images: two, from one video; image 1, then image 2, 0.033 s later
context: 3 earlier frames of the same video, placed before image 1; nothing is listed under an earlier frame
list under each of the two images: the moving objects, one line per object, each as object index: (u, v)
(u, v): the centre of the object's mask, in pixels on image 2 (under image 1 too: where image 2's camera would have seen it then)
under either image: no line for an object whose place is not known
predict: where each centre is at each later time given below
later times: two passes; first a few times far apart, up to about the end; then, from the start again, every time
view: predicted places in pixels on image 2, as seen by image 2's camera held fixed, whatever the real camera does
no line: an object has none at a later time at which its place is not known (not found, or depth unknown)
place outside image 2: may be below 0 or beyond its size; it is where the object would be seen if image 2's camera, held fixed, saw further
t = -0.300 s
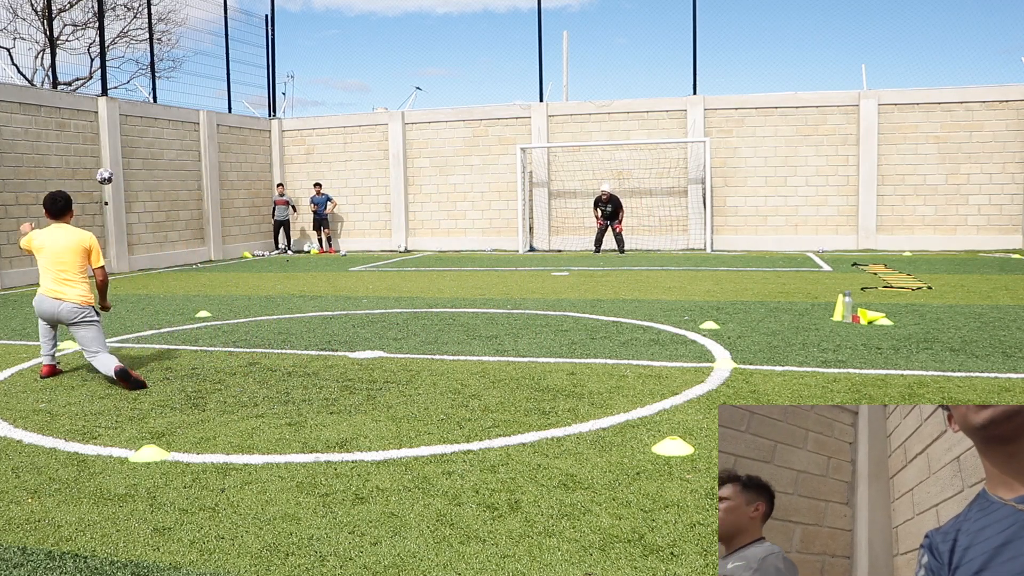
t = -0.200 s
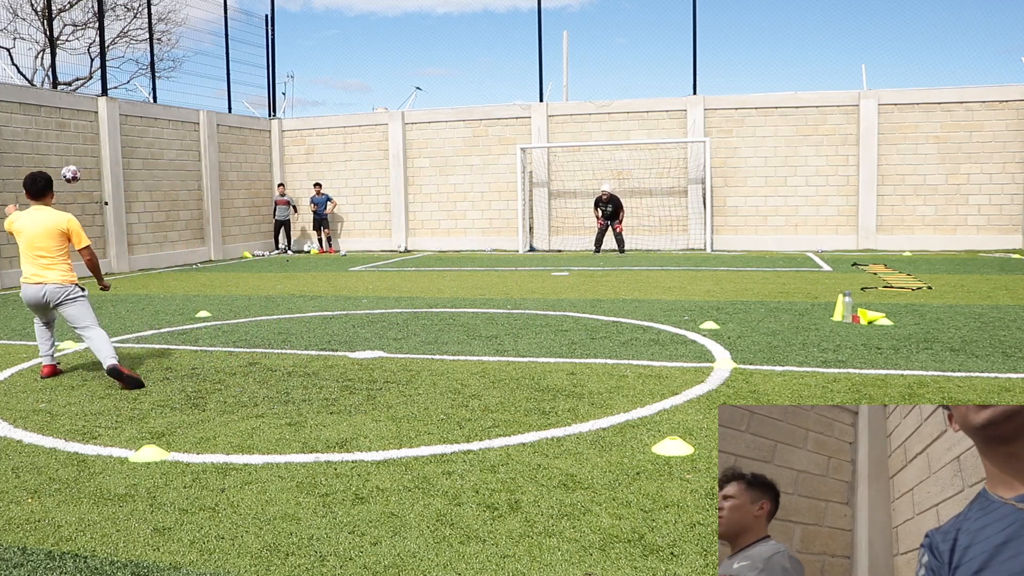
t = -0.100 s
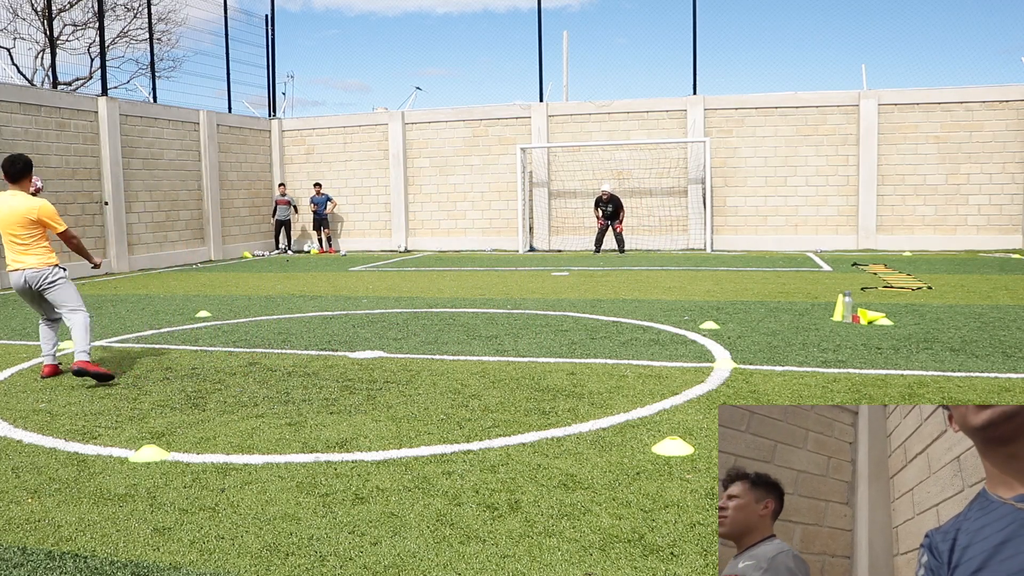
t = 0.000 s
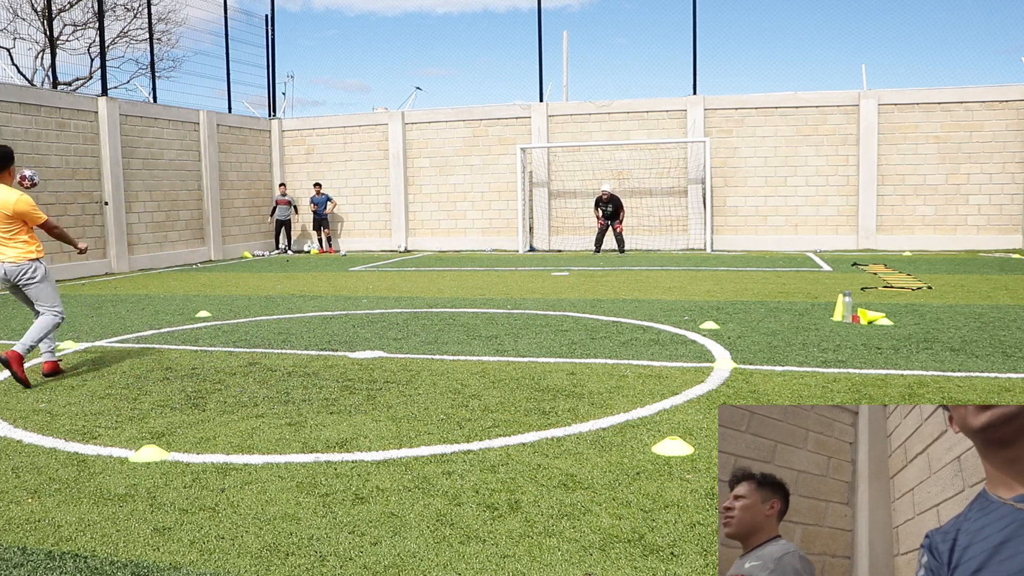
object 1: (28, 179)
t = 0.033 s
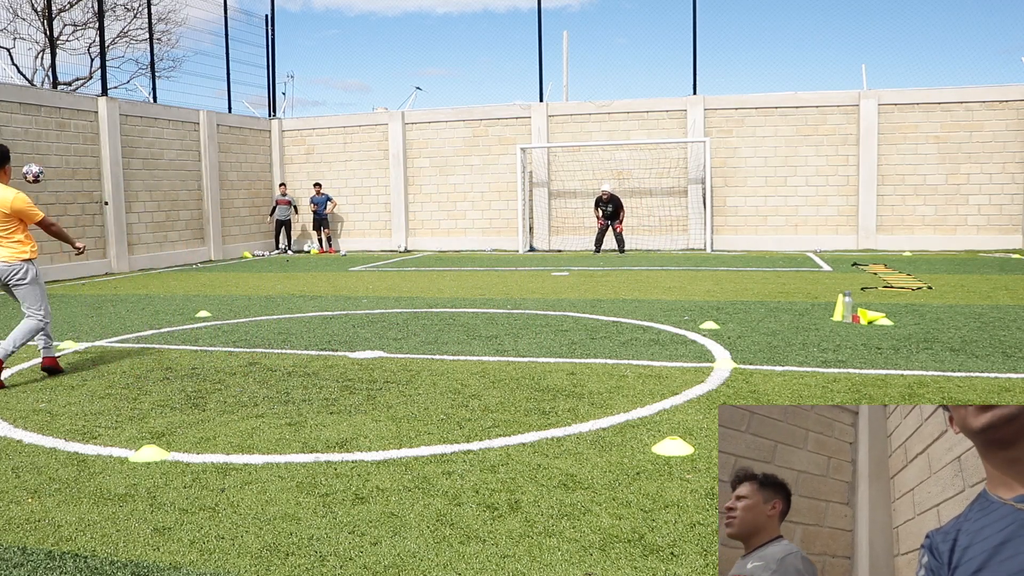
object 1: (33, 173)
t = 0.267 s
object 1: (73, 180)
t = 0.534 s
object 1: (126, 285)
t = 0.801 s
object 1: (170, 316)
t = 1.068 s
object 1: (212, 289)
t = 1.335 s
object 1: (270, 379)
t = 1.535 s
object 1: (309, 355)
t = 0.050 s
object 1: (36, 171)
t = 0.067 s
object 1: (39, 169)
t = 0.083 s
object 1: (41, 168)
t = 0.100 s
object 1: (43, 167)
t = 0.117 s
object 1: (46, 167)
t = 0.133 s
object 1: (49, 166)
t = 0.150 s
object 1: (52, 167)
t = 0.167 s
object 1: (55, 167)
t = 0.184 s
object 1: (58, 168)
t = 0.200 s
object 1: (61, 170)
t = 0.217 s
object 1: (64, 172)
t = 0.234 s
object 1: (67, 174)
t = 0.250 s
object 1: (70, 177)
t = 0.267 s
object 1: (73, 180)
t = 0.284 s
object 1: (76, 183)
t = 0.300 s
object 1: (79, 187)
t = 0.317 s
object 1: (83, 192)
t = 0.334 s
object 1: (86, 196)
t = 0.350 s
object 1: (89, 201)
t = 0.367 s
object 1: (92, 207)
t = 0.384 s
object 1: (95, 213)
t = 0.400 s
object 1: (98, 219)
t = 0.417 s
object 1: (102, 226)
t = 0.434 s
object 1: (105, 233)
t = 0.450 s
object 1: (109, 241)
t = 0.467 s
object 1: (112, 249)
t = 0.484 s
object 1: (116, 257)
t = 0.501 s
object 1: (119, 266)
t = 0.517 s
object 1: (123, 275)
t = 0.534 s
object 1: (126, 285)
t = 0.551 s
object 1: (130, 294)
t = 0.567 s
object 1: (134, 305)
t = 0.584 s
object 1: (137, 316)
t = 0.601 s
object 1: (141, 327)
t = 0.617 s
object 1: (145, 338)
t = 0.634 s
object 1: (149, 350)
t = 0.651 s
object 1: (153, 362)
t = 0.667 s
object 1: (155, 366)
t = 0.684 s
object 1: (157, 358)
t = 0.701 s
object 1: (159, 352)
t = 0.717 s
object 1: (161, 345)
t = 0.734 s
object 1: (163, 339)
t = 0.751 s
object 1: (165, 332)
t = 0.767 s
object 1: (166, 326)
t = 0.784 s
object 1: (168, 321)
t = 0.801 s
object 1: (170, 316)
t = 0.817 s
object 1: (173, 311)
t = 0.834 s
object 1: (175, 307)
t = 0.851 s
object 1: (177, 303)
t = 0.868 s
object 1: (180, 299)
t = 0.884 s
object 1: (182, 296)
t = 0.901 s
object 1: (185, 293)
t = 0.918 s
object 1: (187, 291)
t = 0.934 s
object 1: (190, 289)
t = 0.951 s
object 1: (192, 287)
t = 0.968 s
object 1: (195, 287)
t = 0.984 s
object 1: (198, 286)
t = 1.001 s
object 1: (201, 286)
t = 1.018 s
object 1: (203, 285)
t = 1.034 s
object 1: (206, 286)
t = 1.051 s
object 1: (209, 287)
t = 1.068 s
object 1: (212, 289)
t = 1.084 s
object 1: (215, 290)
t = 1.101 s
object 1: (218, 293)
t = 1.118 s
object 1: (221, 296)
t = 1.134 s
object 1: (225, 299)
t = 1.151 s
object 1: (228, 303)
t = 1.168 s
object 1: (232, 307)
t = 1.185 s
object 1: (235, 312)
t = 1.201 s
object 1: (239, 318)
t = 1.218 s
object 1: (242, 324)
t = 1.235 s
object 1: (246, 330)
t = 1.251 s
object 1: (250, 337)
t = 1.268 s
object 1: (254, 344)
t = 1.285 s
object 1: (258, 353)
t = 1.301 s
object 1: (261, 361)
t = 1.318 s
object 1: (266, 369)
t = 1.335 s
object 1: (270, 379)
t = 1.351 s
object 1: (274, 389)
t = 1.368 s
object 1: (277, 392)
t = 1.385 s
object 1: (281, 387)
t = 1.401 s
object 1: (283, 381)
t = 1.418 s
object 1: (286, 376)
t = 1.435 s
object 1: (289, 372)
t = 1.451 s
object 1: (293, 368)
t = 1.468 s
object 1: (295, 364)
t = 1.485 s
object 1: (299, 361)
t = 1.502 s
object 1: (302, 359)
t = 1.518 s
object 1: (305, 356)
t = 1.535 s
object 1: (309, 355)
